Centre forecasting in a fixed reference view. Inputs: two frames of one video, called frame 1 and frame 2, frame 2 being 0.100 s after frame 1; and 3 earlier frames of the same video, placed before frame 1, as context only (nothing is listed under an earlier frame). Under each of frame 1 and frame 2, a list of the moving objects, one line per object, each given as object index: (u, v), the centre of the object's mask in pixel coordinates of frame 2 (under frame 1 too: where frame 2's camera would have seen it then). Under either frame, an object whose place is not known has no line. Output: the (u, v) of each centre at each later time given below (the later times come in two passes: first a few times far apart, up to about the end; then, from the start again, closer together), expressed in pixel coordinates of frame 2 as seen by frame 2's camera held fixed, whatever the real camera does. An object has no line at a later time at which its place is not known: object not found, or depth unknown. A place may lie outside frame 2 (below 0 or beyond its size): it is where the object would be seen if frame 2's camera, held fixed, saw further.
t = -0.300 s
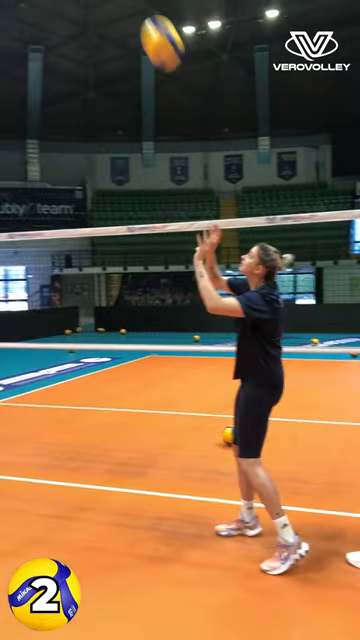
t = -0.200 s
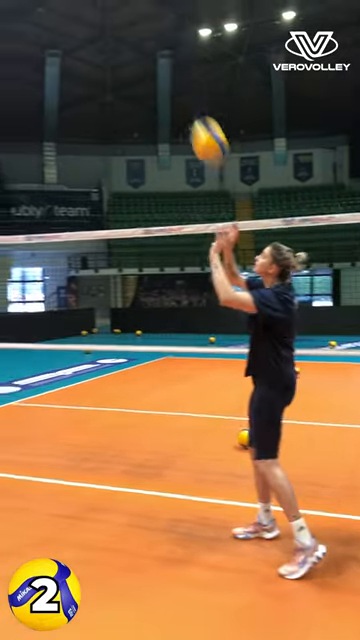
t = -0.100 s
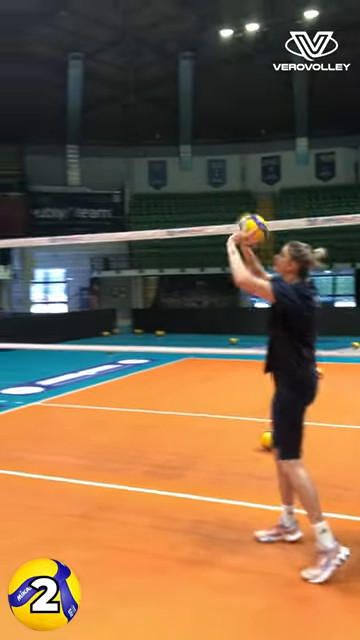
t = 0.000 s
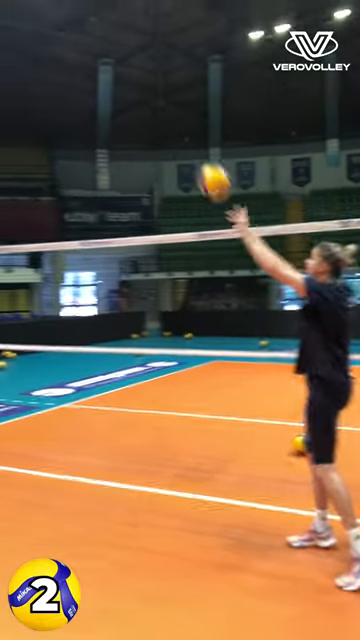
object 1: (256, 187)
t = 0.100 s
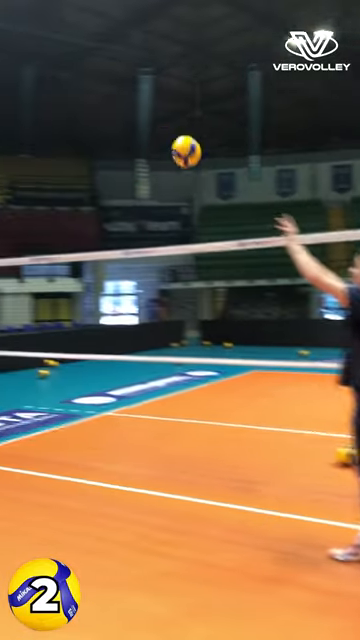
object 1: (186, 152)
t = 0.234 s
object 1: (113, 129)
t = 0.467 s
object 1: (15, 145)
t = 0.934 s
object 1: (4, 184)
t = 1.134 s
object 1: (59, 193)
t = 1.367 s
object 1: (111, 241)
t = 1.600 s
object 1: (159, 323)
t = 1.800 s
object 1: (194, 413)
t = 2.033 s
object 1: (215, 353)
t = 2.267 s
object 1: (232, 321)
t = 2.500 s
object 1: (248, 324)
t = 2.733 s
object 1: (265, 360)
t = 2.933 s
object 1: (278, 404)
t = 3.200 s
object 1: (295, 356)
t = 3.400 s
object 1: (309, 356)
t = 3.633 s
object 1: (321, 385)
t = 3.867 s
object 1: (336, 380)
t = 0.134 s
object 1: (166, 142)
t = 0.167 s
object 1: (147, 136)
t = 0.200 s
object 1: (130, 131)
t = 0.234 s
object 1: (113, 129)
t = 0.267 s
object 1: (97, 127)
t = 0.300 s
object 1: (81, 127)
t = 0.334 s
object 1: (66, 128)
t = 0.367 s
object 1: (52, 131)
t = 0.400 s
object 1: (39, 135)
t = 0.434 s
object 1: (27, 140)
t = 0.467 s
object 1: (15, 145)
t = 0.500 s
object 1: (4, 152)
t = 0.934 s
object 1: (4, 184)
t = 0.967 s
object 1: (14, 183)
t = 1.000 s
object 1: (23, 183)
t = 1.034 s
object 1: (32, 184)
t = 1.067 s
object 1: (41, 186)
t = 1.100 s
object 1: (50, 189)
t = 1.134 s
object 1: (59, 193)
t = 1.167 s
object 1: (66, 197)
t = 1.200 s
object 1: (74, 202)
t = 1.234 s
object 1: (82, 209)
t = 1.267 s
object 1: (90, 216)
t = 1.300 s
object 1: (97, 223)
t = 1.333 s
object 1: (104, 232)
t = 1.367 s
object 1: (111, 241)
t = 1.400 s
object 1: (118, 246)
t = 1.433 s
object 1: (126, 263)
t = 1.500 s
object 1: (140, 284)
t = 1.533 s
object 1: (147, 296)
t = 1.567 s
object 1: (153, 310)
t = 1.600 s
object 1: (159, 323)
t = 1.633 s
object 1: (165, 337)
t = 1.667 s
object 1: (172, 350)
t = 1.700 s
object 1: (177, 368)
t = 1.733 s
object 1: (184, 381)
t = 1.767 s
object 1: (189, 399)
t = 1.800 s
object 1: (194, 413)
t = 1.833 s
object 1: (199, 419)
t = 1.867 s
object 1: (201, 405)
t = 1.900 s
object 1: (205, 394)
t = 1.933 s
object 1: (206, 383)
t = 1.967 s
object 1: (209, 372)
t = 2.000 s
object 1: (213, 366)
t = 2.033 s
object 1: (215, 353)
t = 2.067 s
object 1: (217, 348)
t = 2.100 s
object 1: (220, 342)
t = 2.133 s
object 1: (221, 336)
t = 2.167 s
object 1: (224, 331)
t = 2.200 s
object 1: (226, 327)
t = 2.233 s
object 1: (229, 323)
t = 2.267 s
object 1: (232, 321)
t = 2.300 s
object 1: (234, 319)
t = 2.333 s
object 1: (236, 318)
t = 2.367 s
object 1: (238, 318)
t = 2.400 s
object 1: (241, 318)
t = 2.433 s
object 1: (243, 319)
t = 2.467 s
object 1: (245, 321)
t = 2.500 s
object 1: (248, 324)
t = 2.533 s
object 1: (250, 327)
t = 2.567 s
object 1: (253, 331)
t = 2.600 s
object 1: (255, 336)
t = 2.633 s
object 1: (257, 341)
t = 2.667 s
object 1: (260, 346)
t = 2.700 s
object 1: (262, 352)
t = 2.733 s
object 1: (265, 360)
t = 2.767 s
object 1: (266, 369)
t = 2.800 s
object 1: (269, 378)
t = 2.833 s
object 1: (271, 386)
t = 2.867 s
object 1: (274, 396)
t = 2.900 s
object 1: (276, 406)
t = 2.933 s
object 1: (278, 404)
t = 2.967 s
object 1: (280, 396)
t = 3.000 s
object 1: (282, 388)
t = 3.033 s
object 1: (284, 381)
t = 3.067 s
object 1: (287, 375)
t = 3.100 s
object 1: (289, 371)
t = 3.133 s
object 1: (291, 369)
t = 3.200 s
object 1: (295, 356)
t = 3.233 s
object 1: (298, 356)
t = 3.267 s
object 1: (300, 355)
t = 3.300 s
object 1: (302, 355)
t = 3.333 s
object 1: (304, 355)
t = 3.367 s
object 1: (306, 355)
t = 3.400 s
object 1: (309, 356)
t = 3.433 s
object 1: (310, 357)
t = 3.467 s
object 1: (312, 361)
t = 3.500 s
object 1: (315, 367)
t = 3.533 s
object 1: (317, 370)
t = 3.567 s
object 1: (318, 373)
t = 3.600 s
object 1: (320, 379)
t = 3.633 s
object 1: (321, 385)
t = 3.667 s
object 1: (322, 391)
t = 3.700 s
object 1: (324, 399)
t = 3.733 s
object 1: (326, 401)
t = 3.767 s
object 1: (328, 394)
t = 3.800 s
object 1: (331, 389)
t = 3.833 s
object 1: (333, 384)
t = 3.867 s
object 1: (336, 380)
